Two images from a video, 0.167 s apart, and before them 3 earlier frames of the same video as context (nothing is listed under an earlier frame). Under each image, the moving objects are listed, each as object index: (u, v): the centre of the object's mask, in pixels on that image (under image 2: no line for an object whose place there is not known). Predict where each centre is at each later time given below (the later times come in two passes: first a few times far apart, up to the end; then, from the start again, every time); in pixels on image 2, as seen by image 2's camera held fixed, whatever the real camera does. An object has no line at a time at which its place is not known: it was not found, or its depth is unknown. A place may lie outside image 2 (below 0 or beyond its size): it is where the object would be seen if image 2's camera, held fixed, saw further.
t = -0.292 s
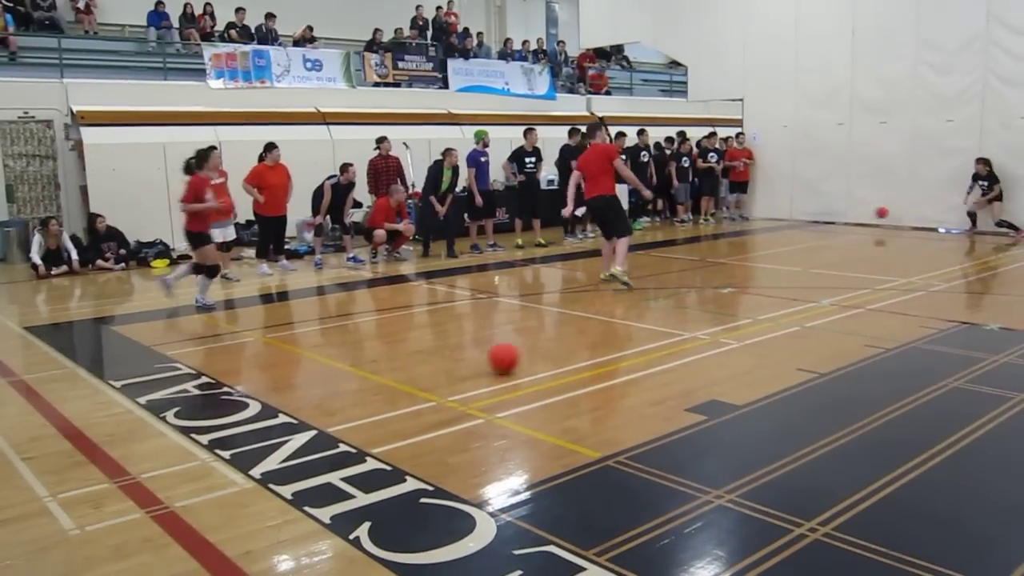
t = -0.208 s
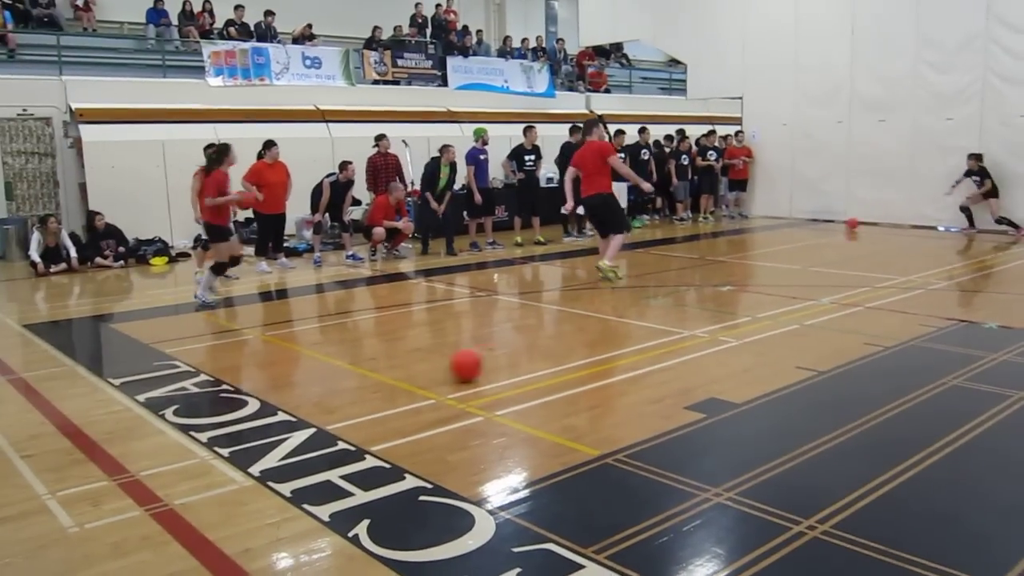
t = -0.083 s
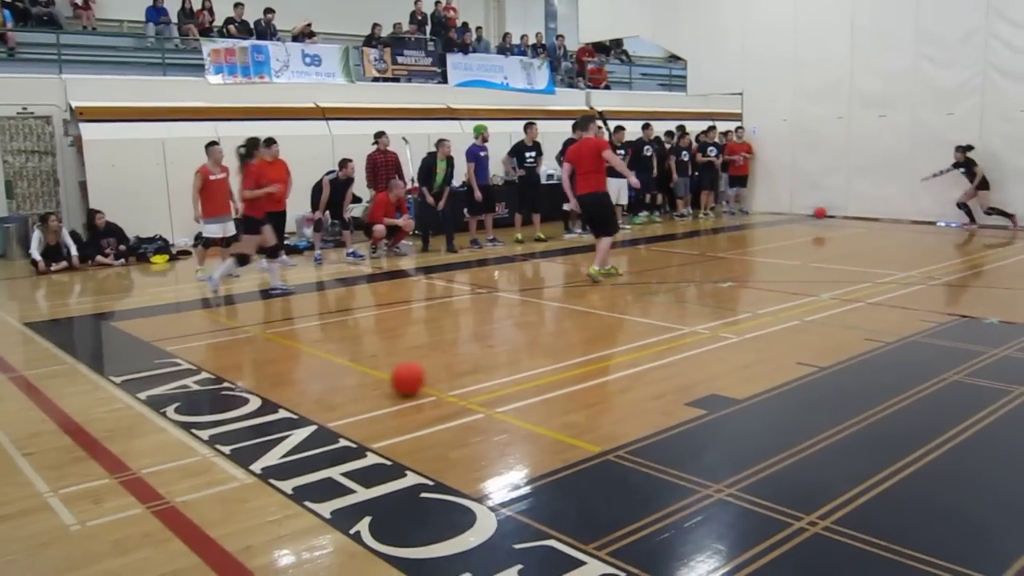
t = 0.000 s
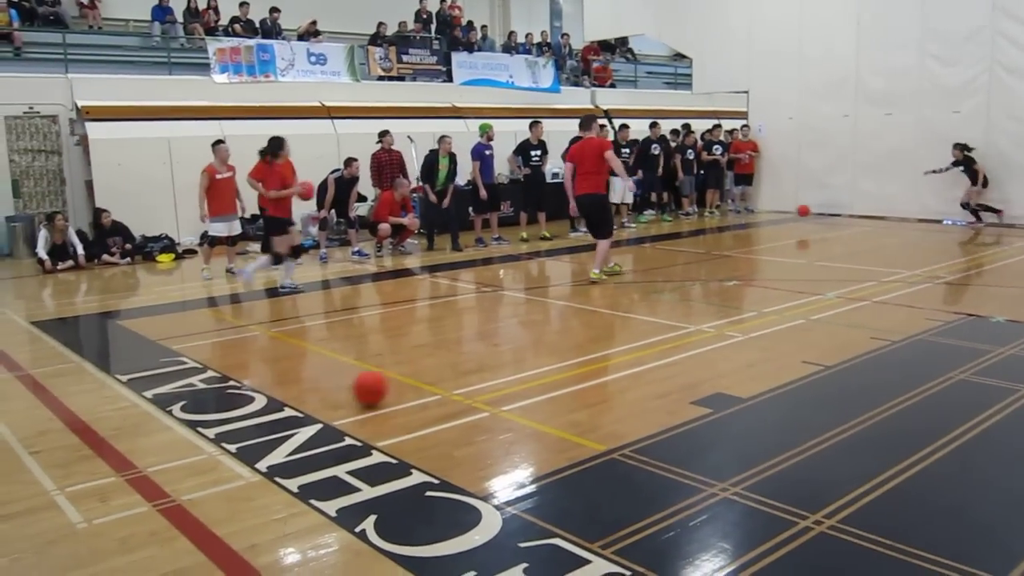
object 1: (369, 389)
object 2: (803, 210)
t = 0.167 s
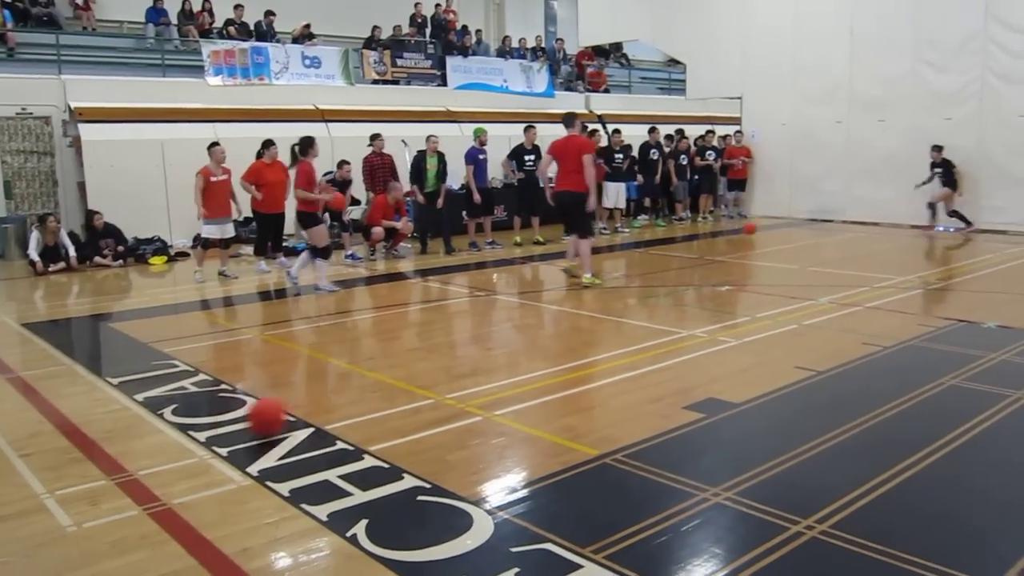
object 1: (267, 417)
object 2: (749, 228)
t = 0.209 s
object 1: (239, 422)
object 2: (737, 233)
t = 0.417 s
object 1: (97, 459)
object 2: (675, 231)
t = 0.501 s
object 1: (32, 475)
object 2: (648, 240)
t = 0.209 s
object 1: (239, 422)
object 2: (737, 233)
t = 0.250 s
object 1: (213, 430)
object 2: (726, 230)
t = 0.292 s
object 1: (186, 437)
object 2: (713, 228)
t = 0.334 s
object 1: (157, 445)
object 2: (701, 228)
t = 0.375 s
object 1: (127, 452)
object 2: (688, 229)
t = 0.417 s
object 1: (97, 459)
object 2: (675, 231)
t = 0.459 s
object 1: (63, 469)
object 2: (661, 235)
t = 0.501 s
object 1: (32, 475)
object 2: (648, 240)
